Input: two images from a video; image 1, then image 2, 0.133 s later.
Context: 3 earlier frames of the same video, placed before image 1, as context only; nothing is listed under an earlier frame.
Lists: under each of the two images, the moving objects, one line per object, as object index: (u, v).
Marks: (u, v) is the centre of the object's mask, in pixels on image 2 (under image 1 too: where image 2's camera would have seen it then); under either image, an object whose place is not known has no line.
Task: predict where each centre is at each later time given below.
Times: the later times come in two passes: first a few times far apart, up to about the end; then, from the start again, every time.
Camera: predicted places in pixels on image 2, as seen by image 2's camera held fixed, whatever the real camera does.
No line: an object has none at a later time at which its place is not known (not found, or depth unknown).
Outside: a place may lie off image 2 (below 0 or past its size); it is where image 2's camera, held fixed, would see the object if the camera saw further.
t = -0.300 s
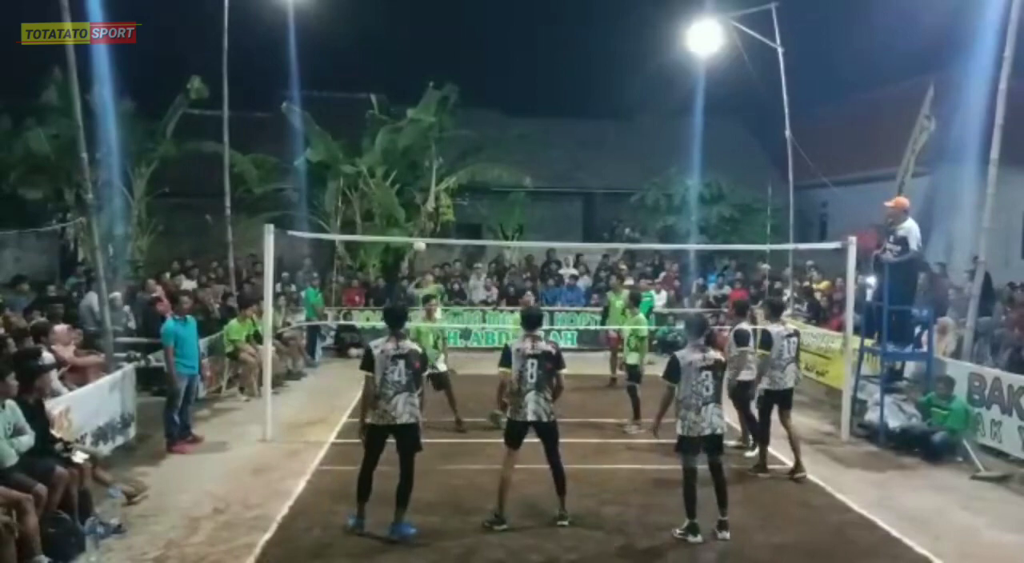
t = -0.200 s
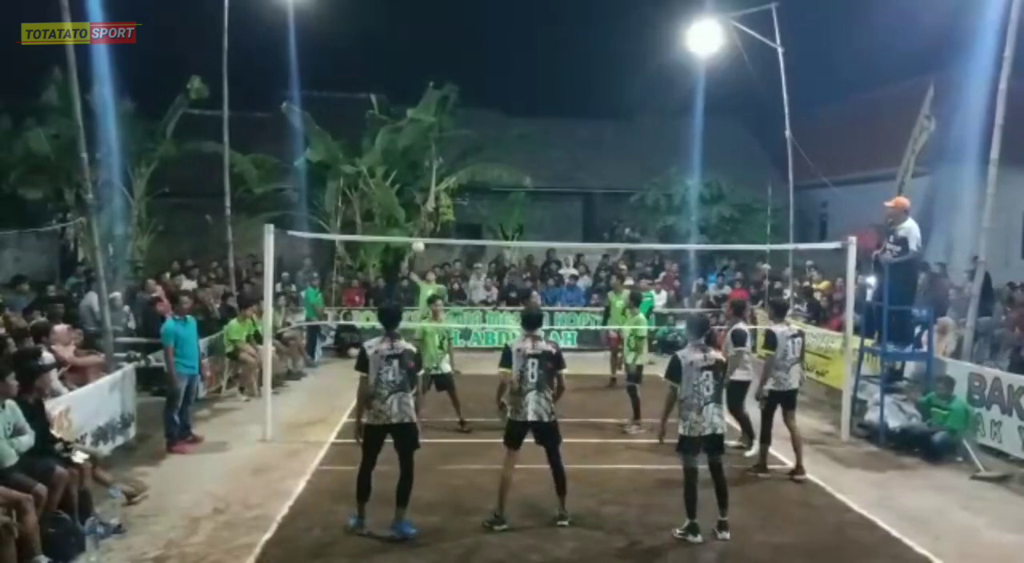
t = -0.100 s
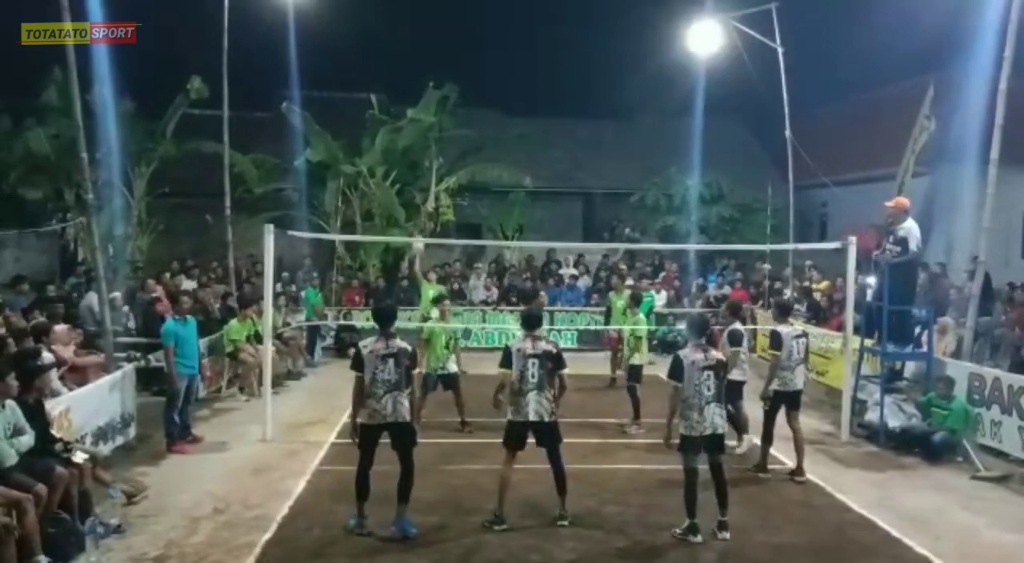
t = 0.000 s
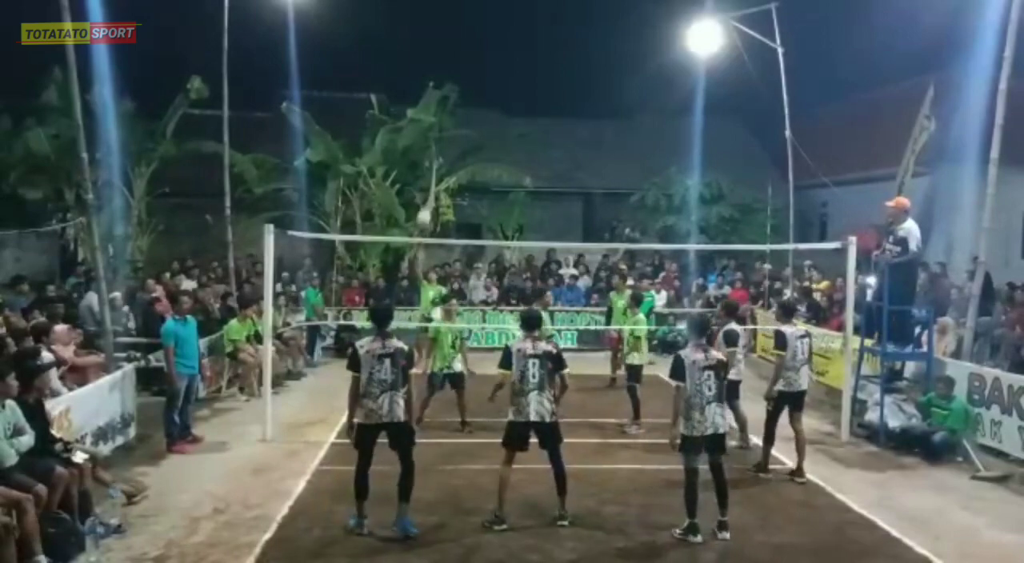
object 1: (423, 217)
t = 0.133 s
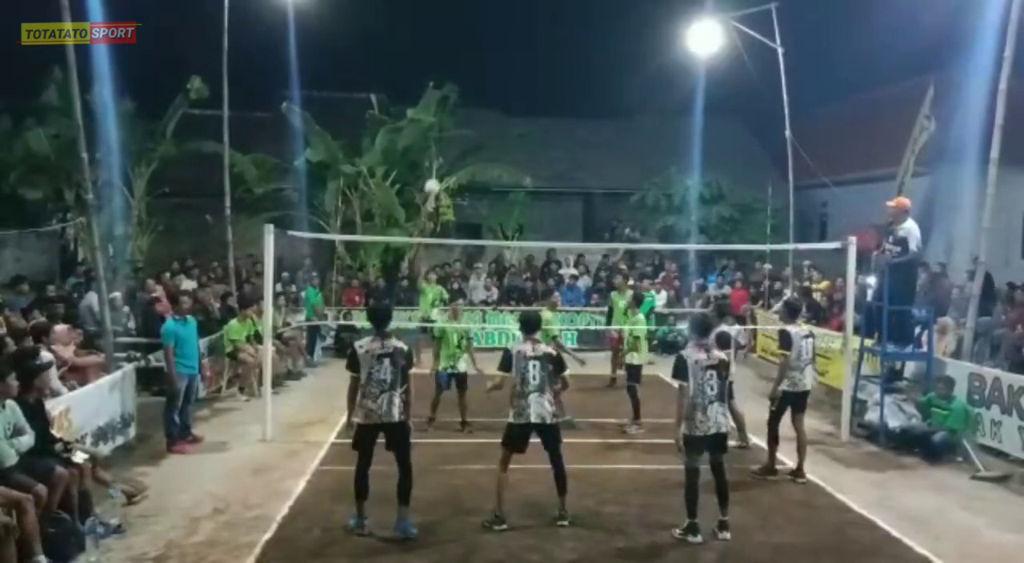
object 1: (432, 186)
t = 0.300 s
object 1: (444, 164)
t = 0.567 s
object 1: (468, 174)
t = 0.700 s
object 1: (479, 205)
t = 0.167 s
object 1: (434, 181)
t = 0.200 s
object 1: (436, 174)
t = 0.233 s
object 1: (439, 170)
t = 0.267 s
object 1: (441, 167)
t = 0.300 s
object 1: (444, 164)
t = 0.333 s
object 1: (446, 162)
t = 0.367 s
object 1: (449, 160)
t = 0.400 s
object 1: (453, 160)
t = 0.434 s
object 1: (456, 160)
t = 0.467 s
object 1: (459, 162)
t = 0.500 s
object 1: (462, 164)
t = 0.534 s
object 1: (465, 168)
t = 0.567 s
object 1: (468, 174)
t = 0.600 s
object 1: (471, 180)
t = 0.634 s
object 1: (473, 187)
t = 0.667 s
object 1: (476, 195)
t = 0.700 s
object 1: (479, 205)
